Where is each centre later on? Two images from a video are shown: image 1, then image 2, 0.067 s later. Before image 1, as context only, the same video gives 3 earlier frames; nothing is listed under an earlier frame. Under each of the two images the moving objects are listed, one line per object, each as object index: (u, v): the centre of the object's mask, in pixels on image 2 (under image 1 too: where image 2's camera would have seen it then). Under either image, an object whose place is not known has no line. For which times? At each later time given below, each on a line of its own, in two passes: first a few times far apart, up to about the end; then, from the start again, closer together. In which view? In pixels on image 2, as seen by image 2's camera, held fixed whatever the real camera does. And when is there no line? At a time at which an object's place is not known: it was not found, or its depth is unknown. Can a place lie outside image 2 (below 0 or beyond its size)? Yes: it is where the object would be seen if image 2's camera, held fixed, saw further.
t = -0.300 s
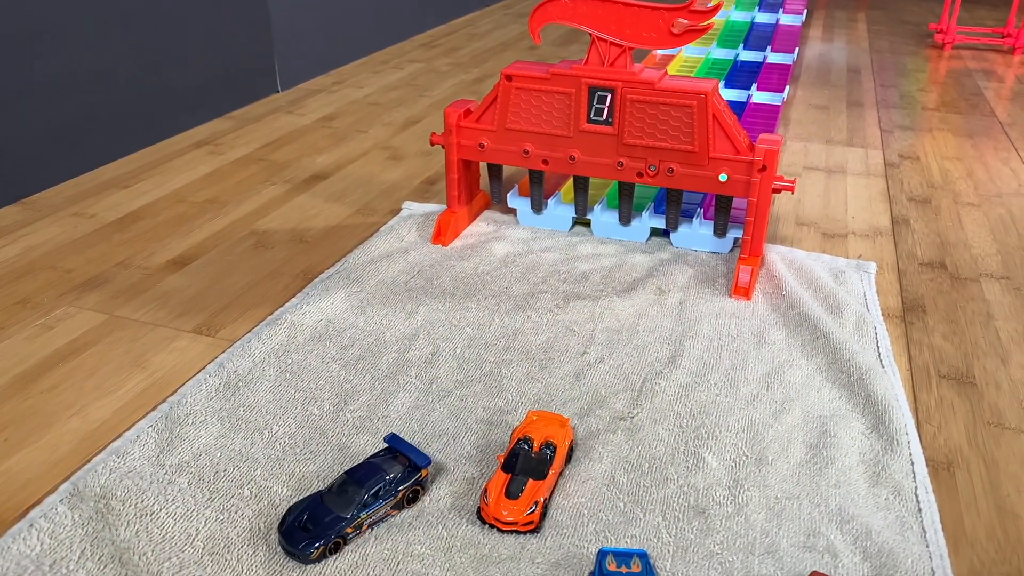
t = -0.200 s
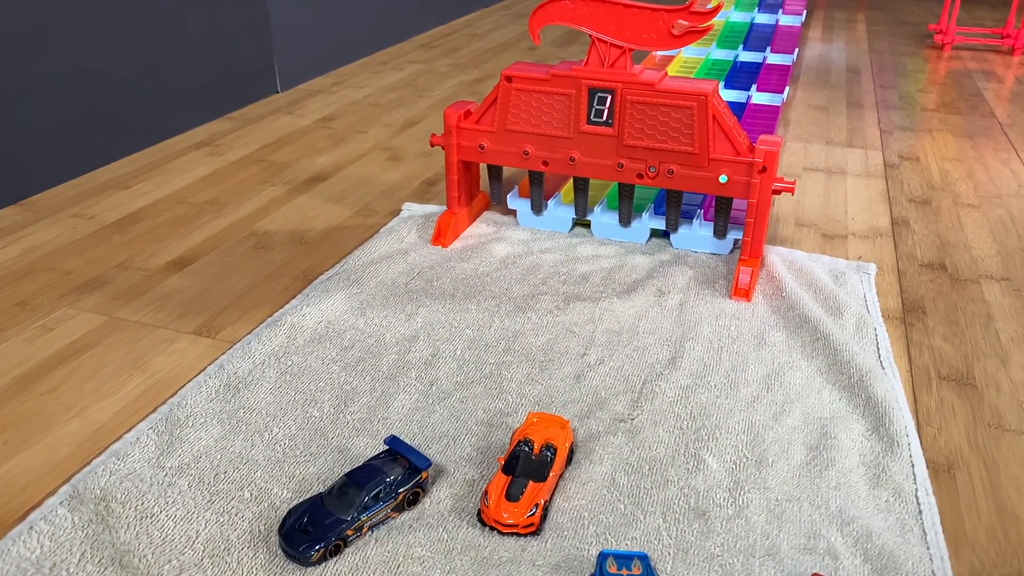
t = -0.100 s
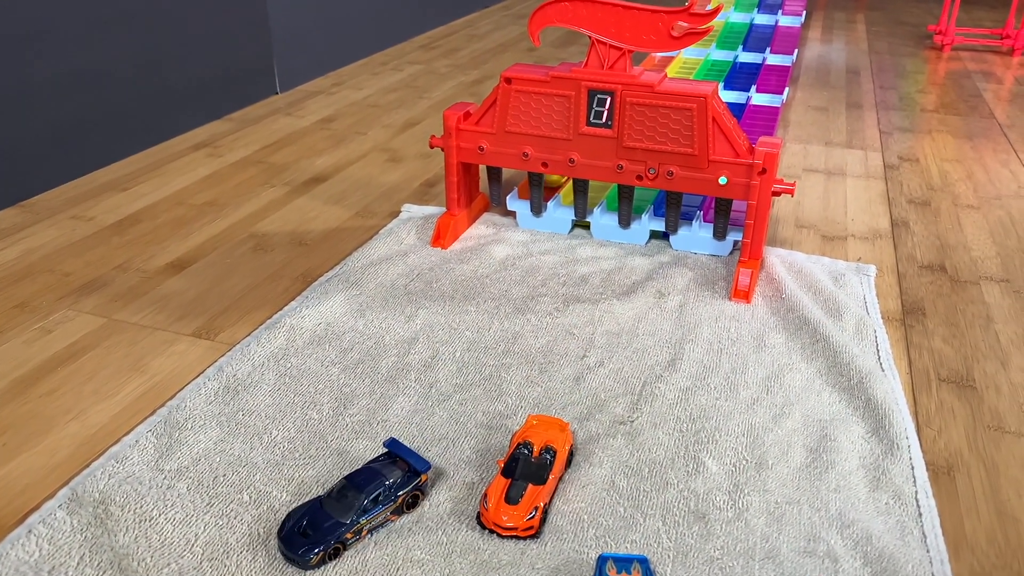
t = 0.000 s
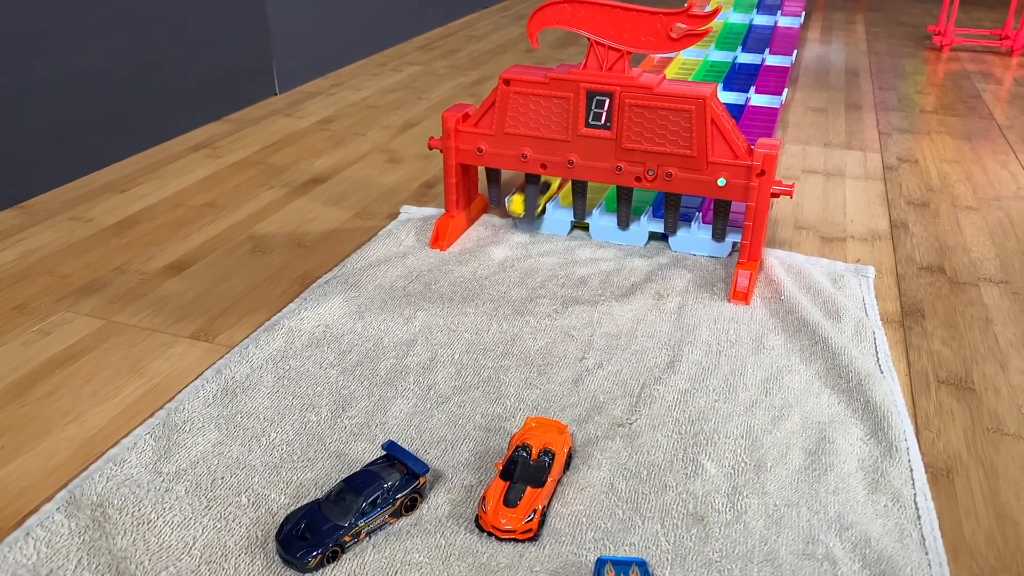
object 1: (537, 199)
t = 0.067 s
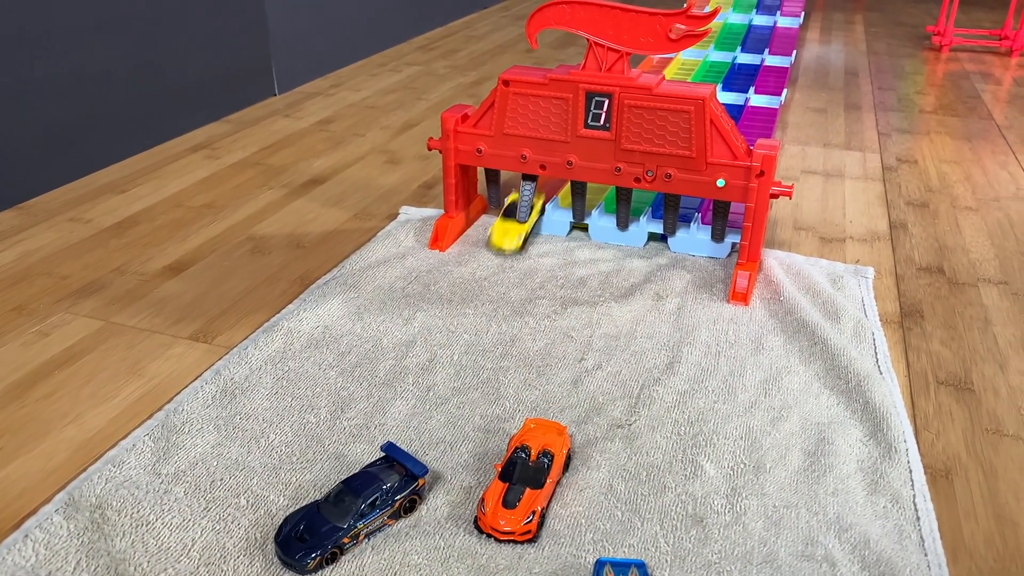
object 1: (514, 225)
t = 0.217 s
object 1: (483, 268)
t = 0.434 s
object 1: (449, 322)
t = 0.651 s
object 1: (418, 362)
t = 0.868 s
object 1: (394, 380)
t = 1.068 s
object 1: (393, 381)
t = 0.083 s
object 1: (511, 231)
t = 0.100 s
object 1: (506, 236)
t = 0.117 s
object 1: (503, 240)
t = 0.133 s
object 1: (500, 244)
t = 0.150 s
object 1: (497, 249)
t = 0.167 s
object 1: (493, 256)
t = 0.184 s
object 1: (489, 261)
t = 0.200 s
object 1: (486, 265)
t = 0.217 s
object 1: (483, 268)
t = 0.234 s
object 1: (481, 272)
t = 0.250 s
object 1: (478, 275)
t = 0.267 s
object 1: (476, 278)
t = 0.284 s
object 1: (474, 281)
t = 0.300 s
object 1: (471, 284)
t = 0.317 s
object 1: (468, 289)
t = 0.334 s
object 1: (466, 293)
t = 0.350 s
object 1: (463, 298)
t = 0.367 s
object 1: (460, 304)
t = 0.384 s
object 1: (457, 309)
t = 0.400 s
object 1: (454, 314)
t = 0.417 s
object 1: (451, 319)
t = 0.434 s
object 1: (449, 322)
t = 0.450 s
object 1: (447, 325)
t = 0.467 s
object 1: (445, 327)
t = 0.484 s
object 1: (443, 329)
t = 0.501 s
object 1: (440, 333)
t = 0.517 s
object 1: (438, 337)
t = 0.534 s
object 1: (436, 343)
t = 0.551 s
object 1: (433, 348)
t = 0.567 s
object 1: (430, 350)
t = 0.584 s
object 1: (428, 352)
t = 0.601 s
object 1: (426, 353)
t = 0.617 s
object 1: (423, 356)
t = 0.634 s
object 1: (421, 358)
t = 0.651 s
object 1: (418, 362)
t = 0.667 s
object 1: (415, 366)
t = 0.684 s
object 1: (413, 368)
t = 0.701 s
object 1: (411, 369)
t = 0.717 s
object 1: (409, 370)
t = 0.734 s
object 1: (406, 372)
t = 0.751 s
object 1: (404, 373)
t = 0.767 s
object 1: (402, 375)
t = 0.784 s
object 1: (401, 376)
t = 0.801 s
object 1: (399, 377)
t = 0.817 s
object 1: (397, 378)
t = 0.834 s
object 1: (396, 378)
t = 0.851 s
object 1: (395, 379)
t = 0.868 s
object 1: (394, 380)
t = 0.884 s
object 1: (393, 380)
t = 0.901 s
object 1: (393, 381)
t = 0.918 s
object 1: (393, 381)
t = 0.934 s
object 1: (393, 381)
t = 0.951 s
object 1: (393, 381)
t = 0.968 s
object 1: (393, 381)
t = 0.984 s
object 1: (393, 381)
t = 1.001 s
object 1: (393, 381)
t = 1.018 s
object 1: (393, 381)
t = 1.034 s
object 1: (393, 381)
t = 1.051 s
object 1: (393, 381)
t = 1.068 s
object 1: (393, 381)
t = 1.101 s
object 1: (393, 381)
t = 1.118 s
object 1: (393, 381)
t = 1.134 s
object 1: (393, 381)
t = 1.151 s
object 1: (393, 381)
